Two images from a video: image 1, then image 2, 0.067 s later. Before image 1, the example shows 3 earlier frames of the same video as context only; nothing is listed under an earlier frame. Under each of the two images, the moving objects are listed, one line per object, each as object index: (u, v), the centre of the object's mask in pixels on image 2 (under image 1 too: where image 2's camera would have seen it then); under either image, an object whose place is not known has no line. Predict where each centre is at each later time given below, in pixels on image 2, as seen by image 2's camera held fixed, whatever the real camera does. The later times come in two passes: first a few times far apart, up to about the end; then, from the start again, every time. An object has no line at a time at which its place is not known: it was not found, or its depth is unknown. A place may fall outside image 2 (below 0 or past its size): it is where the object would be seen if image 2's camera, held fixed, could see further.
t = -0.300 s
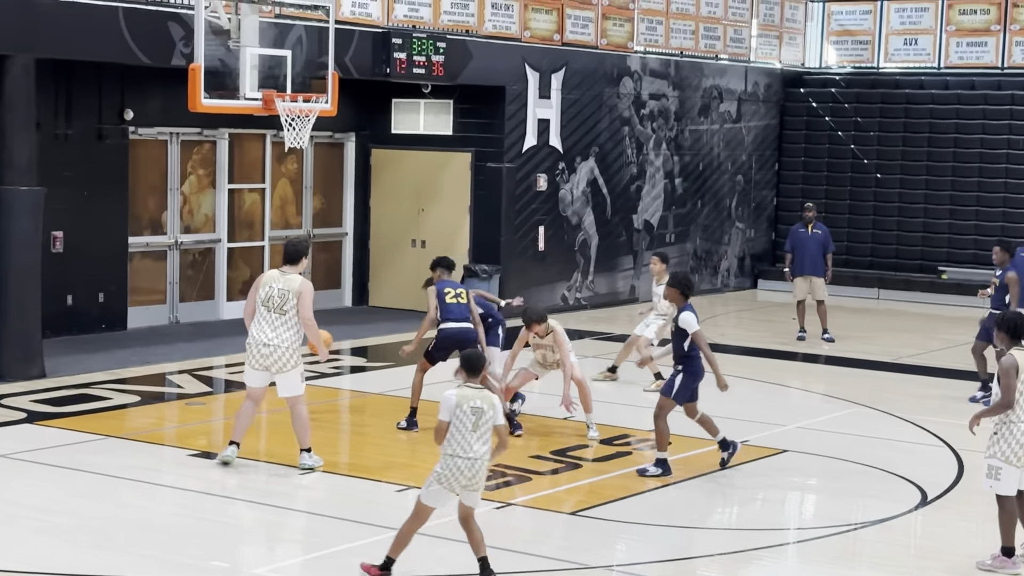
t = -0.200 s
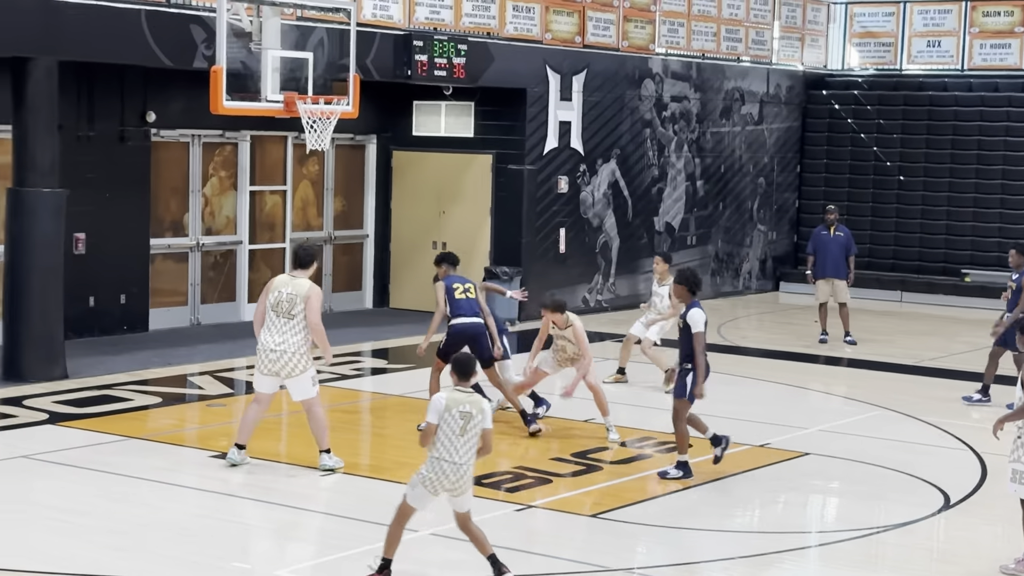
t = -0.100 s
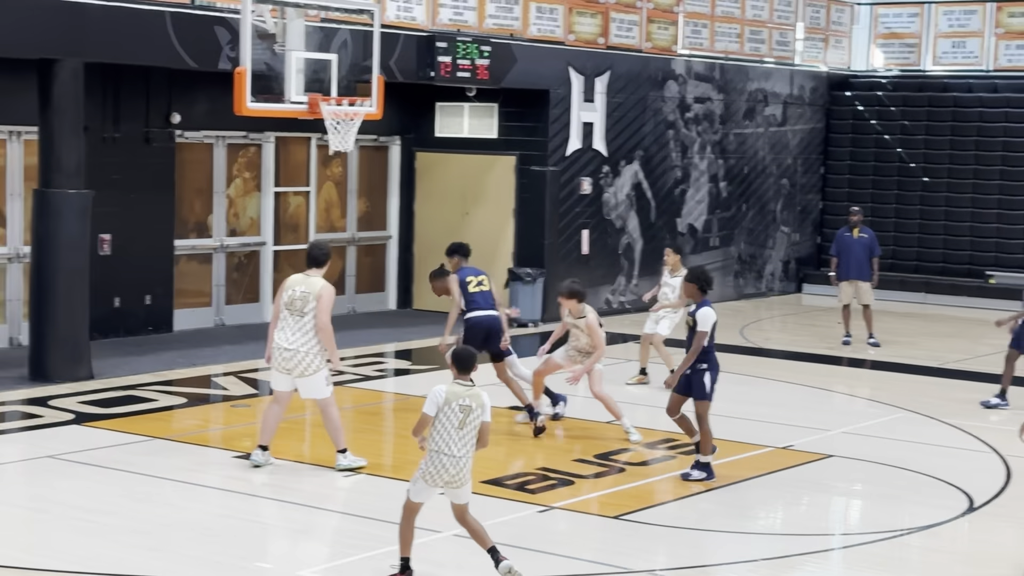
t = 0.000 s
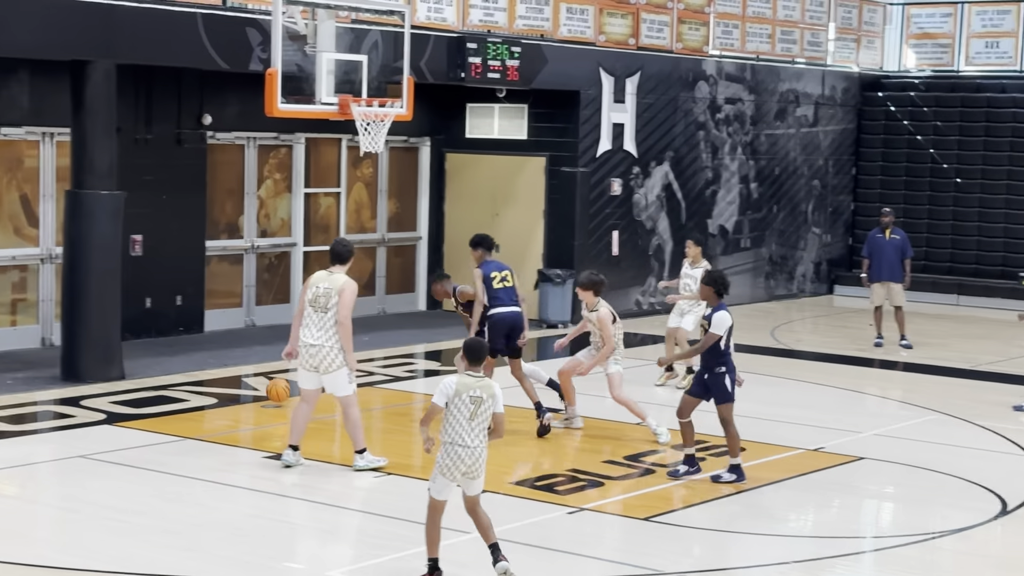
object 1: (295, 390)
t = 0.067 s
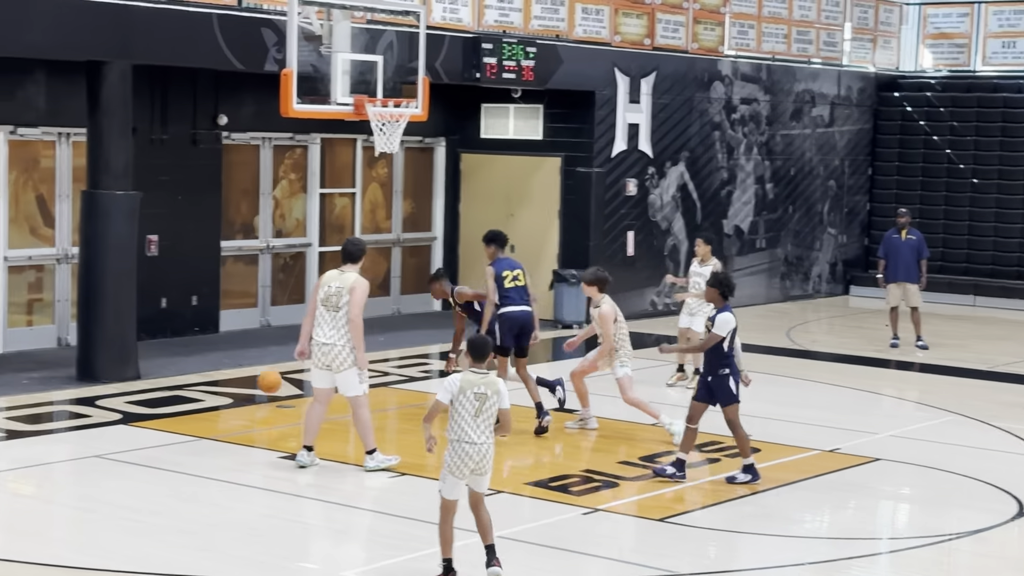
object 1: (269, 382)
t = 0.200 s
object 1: (224, 355)
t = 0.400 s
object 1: (157, 350)
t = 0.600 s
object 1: (93, 374)
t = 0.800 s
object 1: (32, 346)
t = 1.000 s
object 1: (-26, 358)
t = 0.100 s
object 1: (258, 373)
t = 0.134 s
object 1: (247, 366)
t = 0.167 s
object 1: (235, 360)
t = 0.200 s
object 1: (224, 355)
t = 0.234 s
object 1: (213, 352)
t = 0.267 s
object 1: (201, 349)
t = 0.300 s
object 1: (190, 348)
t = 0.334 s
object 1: (179, 347)
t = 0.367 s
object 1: (168, 348)
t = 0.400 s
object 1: (157, 350)
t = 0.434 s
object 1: (146, 353)
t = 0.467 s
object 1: (135, 357)
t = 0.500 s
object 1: (125, 362)
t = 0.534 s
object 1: (114, 368)
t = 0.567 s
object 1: (103, 375)
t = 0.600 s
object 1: (93, 374)
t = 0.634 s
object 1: (83, 367)
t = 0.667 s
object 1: (72, 360)
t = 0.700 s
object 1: (63, 355)
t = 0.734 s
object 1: (53, 352)
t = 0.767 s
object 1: (43, 348)
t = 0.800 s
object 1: (32, 346)
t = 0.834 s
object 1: (22, 346)
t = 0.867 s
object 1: (13, 347)
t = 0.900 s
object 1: (3, 347)
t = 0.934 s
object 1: (-6, 350)
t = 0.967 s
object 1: (-16, 354)
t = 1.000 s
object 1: (-26, 358)
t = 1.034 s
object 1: (-36, 364)
